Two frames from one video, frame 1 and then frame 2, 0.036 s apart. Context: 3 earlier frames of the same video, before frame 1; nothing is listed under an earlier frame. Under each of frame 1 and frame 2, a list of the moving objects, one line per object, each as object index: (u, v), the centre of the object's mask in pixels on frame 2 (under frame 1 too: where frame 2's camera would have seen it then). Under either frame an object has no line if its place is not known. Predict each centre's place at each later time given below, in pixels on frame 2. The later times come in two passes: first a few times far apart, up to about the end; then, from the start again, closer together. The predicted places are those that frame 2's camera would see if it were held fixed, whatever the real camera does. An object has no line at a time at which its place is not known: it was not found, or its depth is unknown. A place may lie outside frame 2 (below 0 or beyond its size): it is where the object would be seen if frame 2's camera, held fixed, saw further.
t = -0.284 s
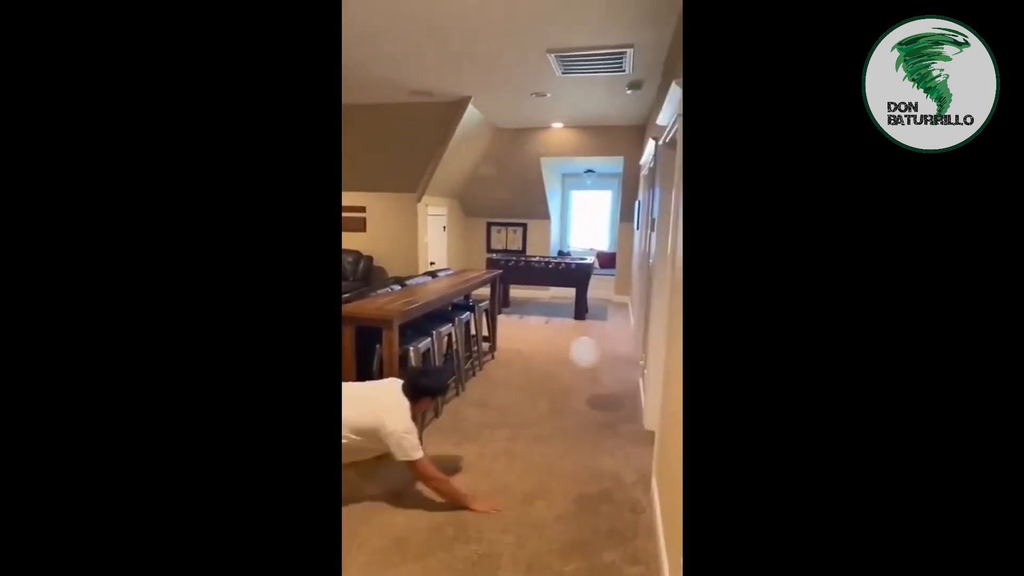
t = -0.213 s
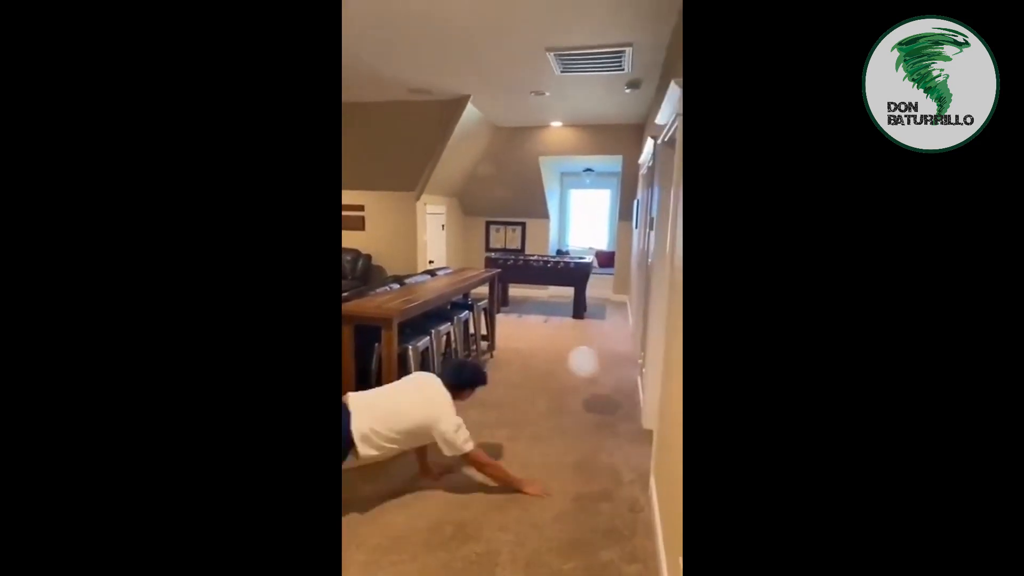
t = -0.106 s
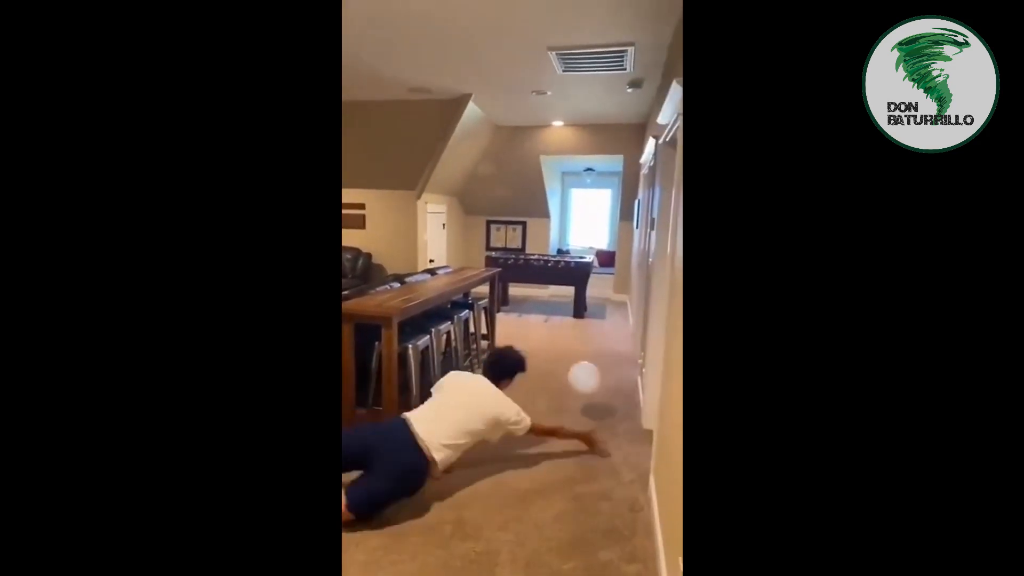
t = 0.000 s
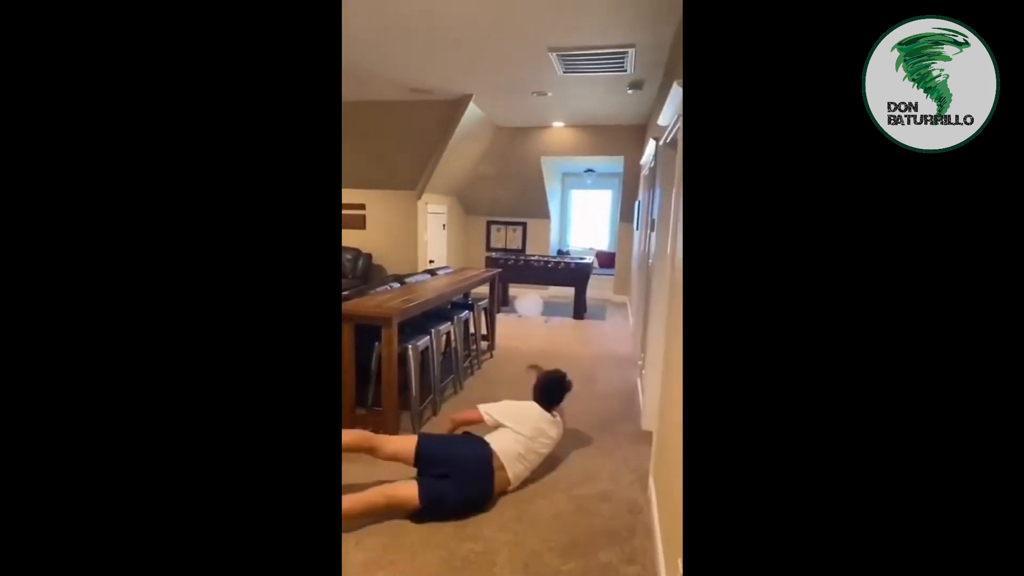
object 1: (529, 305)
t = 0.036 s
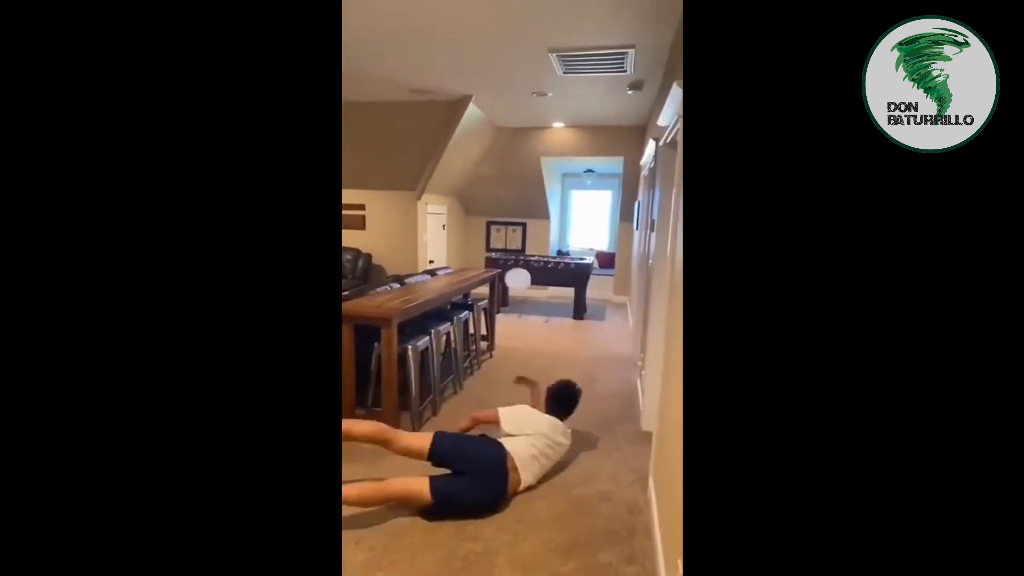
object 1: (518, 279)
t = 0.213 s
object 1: (495, 204)
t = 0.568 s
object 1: (463, 149)
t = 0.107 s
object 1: (509, 242)
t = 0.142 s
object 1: (505, 226)
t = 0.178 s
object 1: (500, 214)
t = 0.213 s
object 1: (495, 204)
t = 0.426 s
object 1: (473, 165)
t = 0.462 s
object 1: (471, 161)
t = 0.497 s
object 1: (468, 157)
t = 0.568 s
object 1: (463, 149)
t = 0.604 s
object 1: (462, 146)
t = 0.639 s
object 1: (461, 145)
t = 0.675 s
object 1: (461, 142)
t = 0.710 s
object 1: (462, 140)
